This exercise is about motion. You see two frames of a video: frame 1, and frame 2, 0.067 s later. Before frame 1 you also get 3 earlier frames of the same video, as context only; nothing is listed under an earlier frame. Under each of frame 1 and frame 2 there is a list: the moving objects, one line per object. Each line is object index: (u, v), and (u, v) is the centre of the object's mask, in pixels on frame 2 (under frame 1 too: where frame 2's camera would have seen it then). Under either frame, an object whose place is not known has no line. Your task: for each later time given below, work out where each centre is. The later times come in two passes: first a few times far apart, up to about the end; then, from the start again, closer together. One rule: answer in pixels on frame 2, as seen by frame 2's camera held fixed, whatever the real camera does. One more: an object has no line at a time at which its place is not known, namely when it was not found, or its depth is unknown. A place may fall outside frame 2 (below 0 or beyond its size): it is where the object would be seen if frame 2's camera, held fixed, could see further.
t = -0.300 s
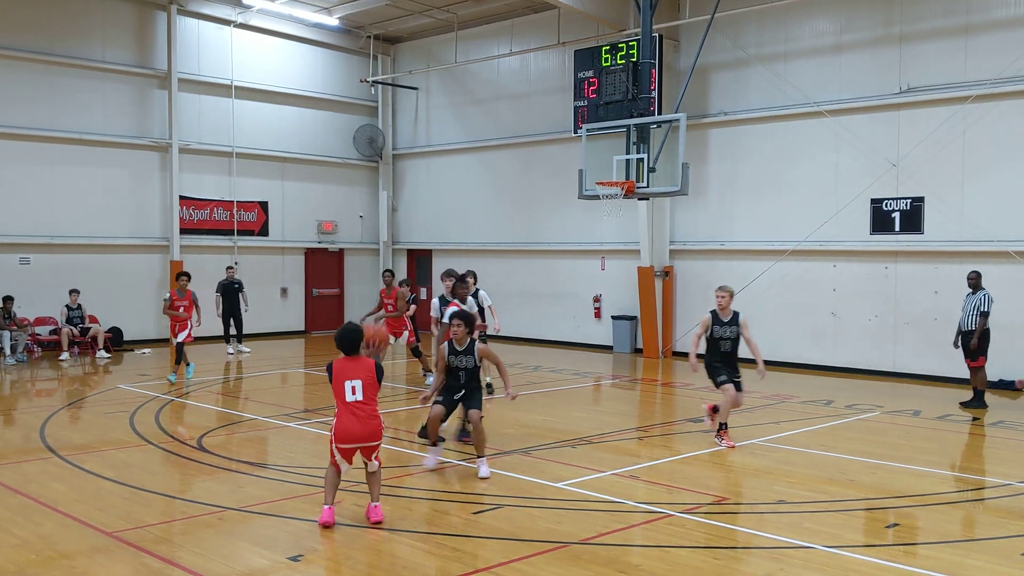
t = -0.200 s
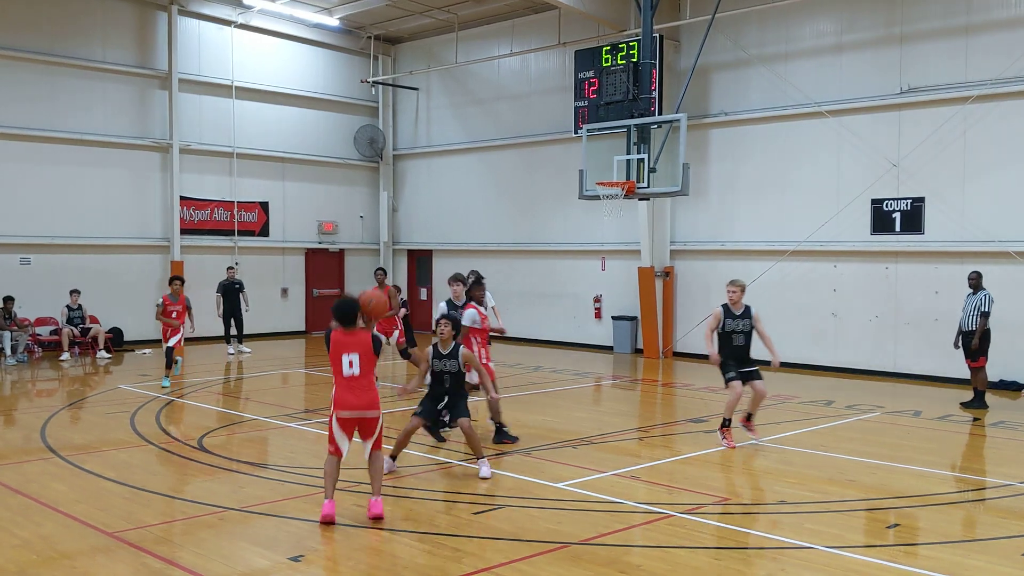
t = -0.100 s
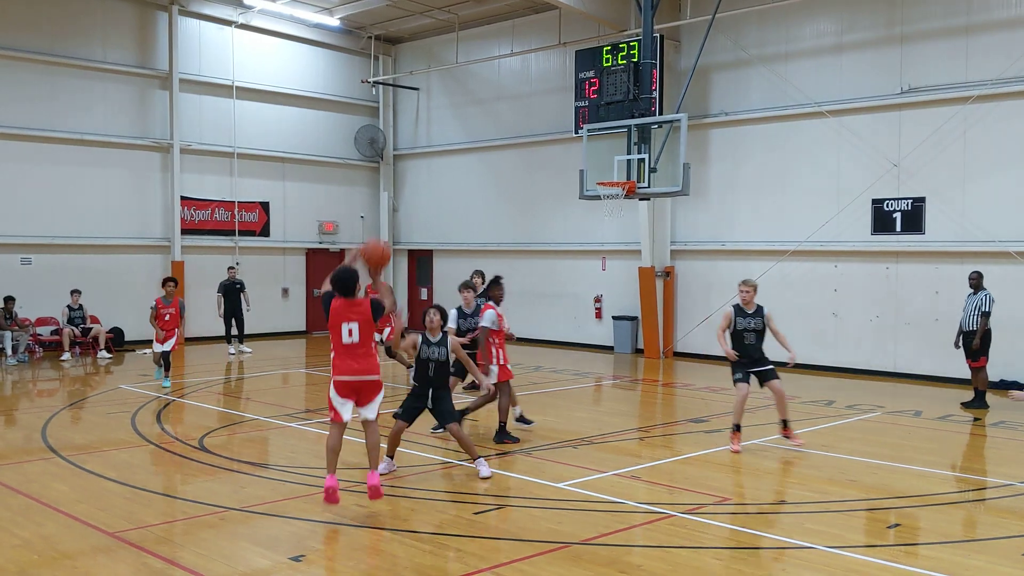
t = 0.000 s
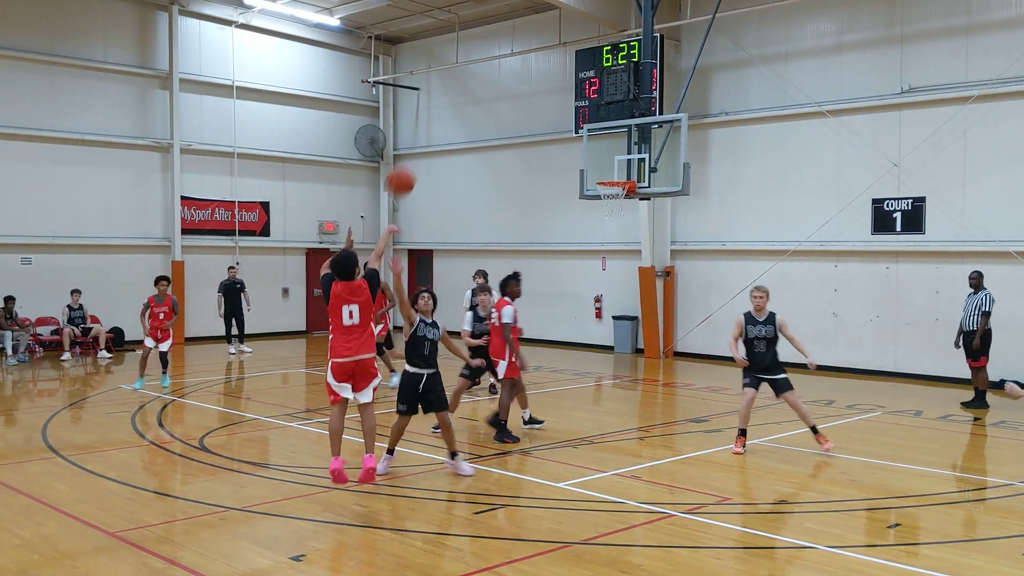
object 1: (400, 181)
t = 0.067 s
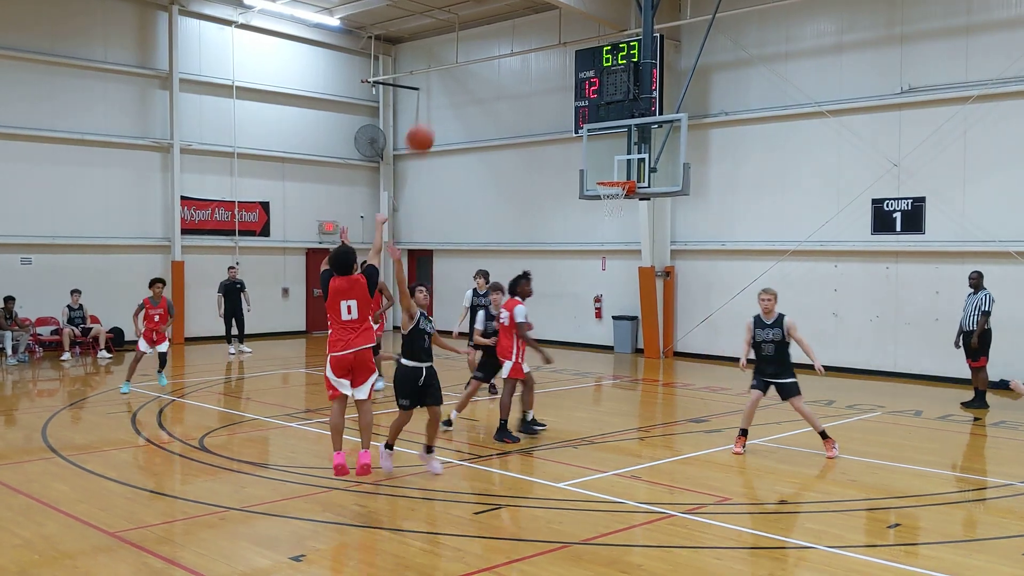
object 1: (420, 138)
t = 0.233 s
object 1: (463, 66)
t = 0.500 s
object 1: (518, 27)
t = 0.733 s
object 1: (555, 48)
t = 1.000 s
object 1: (587, 115)
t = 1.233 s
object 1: (622, 176)
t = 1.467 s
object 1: (623, 140)
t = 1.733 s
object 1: (621, 146)
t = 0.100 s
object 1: (429, 120)
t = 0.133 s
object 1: (438, 104)
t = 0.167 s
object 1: (447, 90)
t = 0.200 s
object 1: (456, 77)
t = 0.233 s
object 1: (463, 66)
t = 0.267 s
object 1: (471, 56)
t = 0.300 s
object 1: (479, 48)
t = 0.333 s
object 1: (486, 42)
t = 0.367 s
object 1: (493, 36)
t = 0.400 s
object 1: (500, 32)
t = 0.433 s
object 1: (506, 29)
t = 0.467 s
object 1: (512, 28)
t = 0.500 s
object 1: (518, 27)
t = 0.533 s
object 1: (524, 27)
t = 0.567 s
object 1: (529, 28)
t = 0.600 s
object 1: (535, 30)
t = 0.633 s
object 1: (540, 33)
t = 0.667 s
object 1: (545, 37)
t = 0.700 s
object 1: (550, 42)
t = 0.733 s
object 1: (555, 48)
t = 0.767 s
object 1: (559, 54)
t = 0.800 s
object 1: (563, 61)
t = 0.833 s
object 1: (567, 69)
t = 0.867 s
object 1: (572, 77)
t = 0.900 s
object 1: (576, 86)
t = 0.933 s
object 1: (580, 95)
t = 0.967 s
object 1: (583, 105)
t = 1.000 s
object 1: (587, 115)
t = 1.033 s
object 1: (591, 127)
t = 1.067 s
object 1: (594, 139)
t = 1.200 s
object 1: (612, 176)
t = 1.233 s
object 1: (622, 176)
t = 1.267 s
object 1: (623, 171)
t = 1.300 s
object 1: (623, 164)
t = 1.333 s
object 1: (623, 158)
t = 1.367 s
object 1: (623, 152)
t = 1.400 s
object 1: (623, 147)
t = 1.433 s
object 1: (622, 143)
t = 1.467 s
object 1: (623, 140)
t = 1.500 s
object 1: (622, 137)
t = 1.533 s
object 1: (622, 135)
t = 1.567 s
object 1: (622, 134)
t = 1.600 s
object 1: (622, 134)
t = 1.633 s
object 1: (622, 135)
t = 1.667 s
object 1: (622, 139)
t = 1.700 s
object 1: (621, 142)
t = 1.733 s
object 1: (621, 146)
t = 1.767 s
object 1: (620, 151)
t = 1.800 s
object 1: (620, 157)
